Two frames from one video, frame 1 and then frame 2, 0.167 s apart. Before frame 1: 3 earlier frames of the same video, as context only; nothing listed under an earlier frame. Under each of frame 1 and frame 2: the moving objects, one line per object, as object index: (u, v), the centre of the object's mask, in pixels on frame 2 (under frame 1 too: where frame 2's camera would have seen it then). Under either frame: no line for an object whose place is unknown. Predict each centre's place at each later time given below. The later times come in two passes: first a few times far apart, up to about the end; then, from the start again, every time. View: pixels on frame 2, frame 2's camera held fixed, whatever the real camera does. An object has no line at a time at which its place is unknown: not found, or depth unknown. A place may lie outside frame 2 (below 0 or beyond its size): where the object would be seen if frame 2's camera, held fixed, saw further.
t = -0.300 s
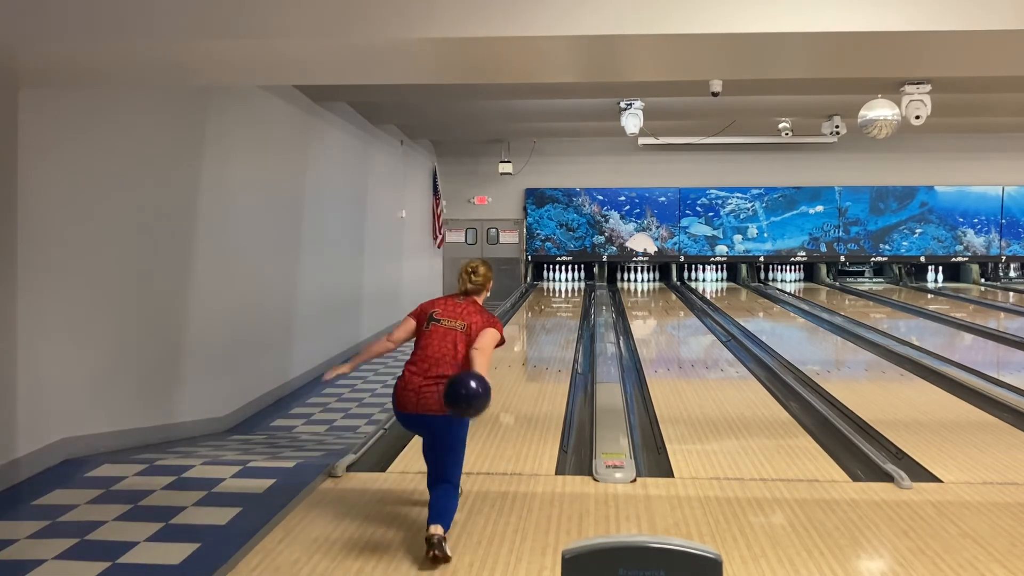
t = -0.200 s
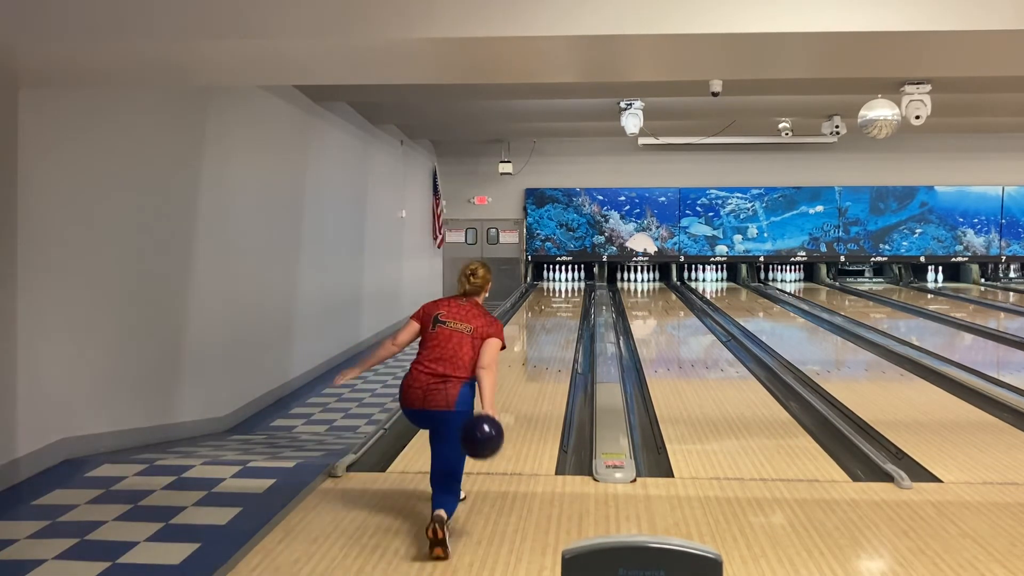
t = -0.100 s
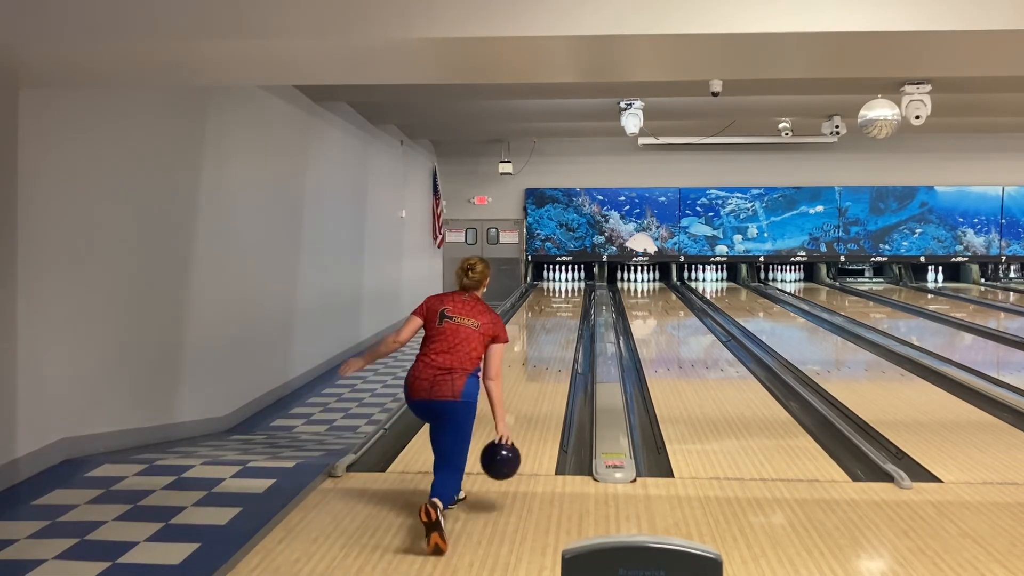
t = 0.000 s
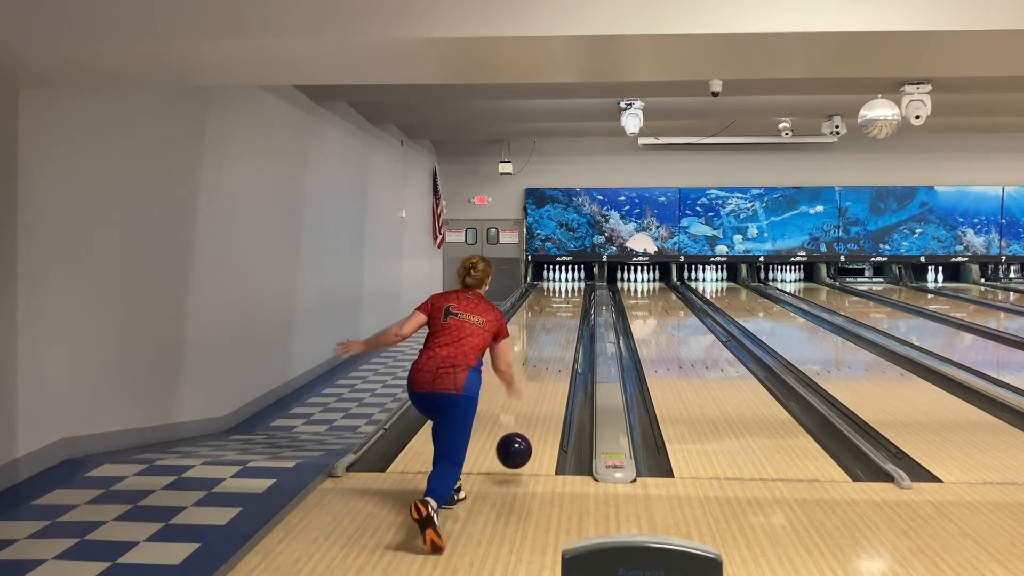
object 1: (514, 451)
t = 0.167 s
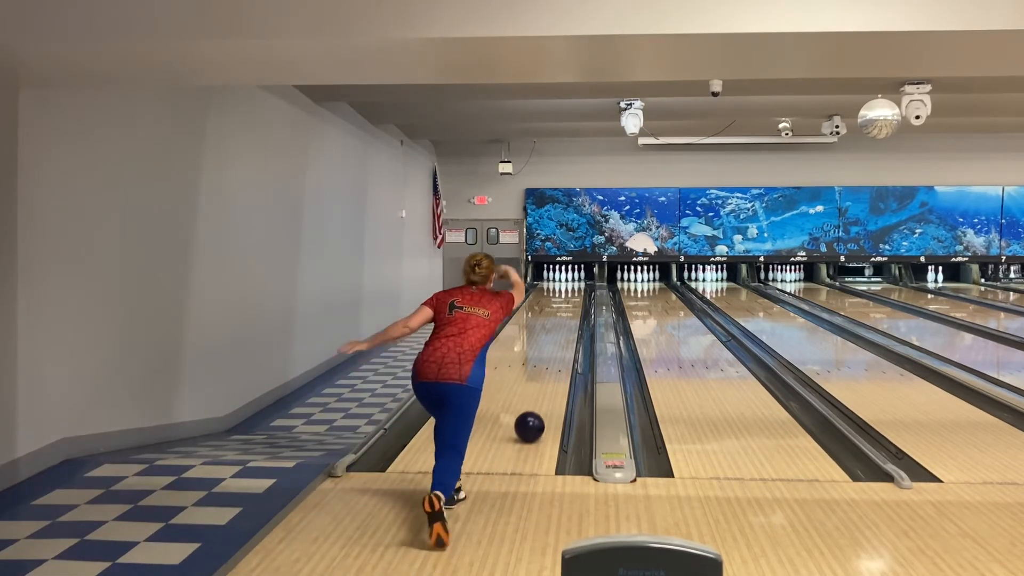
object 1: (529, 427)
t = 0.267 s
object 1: (536, 408)
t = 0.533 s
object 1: (549, 372)
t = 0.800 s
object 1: (557, 348)
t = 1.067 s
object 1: (563, 330)
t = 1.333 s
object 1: (567, 316)
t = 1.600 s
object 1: (569, 306)
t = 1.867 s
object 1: (571, 298)
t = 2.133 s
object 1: (572, 292)
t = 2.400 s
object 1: (571, 287)
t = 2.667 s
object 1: (569, 282)
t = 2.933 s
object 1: (567, 279)
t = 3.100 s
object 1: (569, 277)
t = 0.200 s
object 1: (532, 420)
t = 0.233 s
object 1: (534, 414)
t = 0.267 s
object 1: (536, 408)
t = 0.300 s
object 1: (538, 403)
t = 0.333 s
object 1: (540, 398)
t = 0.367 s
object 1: (541, 393)
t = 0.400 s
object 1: (543, 389)
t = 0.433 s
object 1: (545, 384)
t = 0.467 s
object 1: (546, 380)
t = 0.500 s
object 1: (547, 376)
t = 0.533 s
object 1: (549, 372)
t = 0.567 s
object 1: (550, 369)
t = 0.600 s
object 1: (551, 366)
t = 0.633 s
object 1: (552, 362)
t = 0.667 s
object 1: (553, 359)
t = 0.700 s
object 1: (554, 356)
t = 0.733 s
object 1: (555, 353)
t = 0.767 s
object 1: (556, 351)
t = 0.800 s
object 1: (557, 348)
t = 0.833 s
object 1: (558, 346)
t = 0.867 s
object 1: (559, 343)
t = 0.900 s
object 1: (559, 341)
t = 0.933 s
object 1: (560, 339)
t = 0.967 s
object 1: (561, 336)
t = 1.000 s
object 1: (562, 334)
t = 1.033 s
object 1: (562, 332)
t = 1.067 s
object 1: (563, 330)
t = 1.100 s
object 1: (563, 328)
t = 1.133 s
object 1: (564, 327)
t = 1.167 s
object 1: (565, 325)
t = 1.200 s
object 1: (565, 323)
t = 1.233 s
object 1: (565, 321)
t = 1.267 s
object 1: (566, 320)
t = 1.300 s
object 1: (566, 318)
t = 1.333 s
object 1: (567, 316)
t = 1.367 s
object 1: (567, 315)
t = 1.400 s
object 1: (567, 314)
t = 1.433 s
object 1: (568, 312)
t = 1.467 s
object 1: (568, 311)
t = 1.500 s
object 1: (569, 310)
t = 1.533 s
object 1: (569, 309)
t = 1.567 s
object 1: (569, 307)
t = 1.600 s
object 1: (569, 306)
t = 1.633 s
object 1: (570, 305)
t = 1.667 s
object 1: (570, 304)
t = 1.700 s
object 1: (570, 303)
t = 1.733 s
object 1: (571, 302)
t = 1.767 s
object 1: (571, 301)
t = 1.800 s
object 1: (571, 300)
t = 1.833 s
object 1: (571, 299)
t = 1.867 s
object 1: (571, 298)
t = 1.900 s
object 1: (572, 297)
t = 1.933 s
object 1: (572, 296)
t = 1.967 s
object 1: (572, 295)
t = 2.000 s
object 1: (572, 295)
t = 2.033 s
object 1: (572, 294)
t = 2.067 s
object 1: (572, 293)
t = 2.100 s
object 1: (572, 292)
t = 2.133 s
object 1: (572, 292)
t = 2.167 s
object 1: (572, 291)
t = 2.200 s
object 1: (572, 290)
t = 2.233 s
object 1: (572, 289)
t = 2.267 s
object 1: (571, 289)
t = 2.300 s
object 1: (571, 288)
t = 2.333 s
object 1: (571, 288)
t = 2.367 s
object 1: (571, 287)
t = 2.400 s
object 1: (571, 287)
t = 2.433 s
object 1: (571, 286)
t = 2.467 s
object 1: (570, 286)
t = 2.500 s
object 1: (570, 285)
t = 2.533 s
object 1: (570, 284)
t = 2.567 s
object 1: (570, 284)
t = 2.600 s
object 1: (569, 283)
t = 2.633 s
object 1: (569, 282)
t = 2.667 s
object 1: (569, 282)
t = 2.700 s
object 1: (569, 282)
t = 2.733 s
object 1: (568, 281)
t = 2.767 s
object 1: (568, 281)
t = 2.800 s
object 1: (568, 280)
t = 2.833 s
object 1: (568, 280)
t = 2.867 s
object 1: (567, 279)
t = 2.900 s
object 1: (567, 279)
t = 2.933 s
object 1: (567, 279)
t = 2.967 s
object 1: (567, 278)
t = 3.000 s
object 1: (567, 278)
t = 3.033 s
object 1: (568, 277)
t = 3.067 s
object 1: (569, 277)
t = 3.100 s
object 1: (569, 277)
